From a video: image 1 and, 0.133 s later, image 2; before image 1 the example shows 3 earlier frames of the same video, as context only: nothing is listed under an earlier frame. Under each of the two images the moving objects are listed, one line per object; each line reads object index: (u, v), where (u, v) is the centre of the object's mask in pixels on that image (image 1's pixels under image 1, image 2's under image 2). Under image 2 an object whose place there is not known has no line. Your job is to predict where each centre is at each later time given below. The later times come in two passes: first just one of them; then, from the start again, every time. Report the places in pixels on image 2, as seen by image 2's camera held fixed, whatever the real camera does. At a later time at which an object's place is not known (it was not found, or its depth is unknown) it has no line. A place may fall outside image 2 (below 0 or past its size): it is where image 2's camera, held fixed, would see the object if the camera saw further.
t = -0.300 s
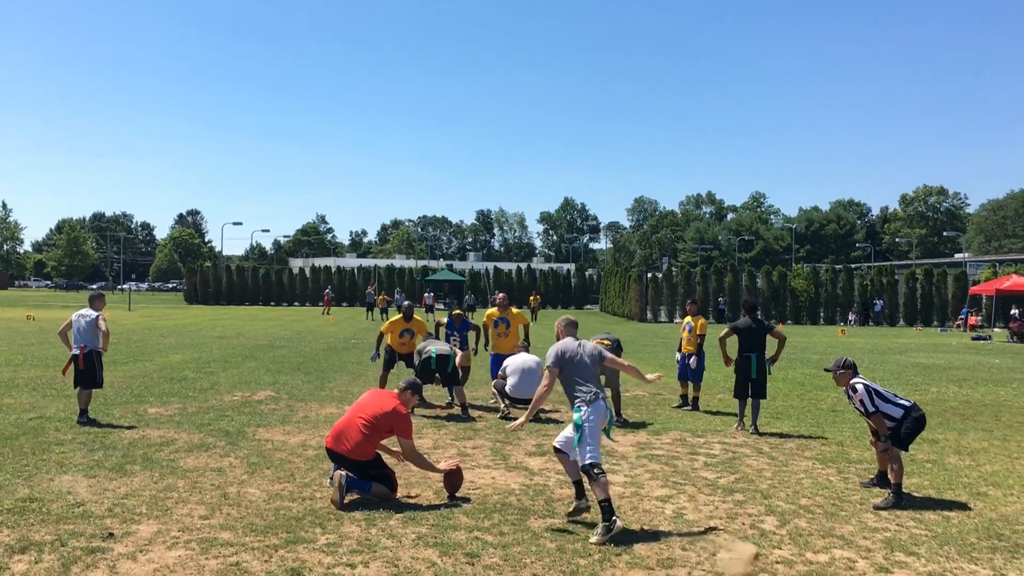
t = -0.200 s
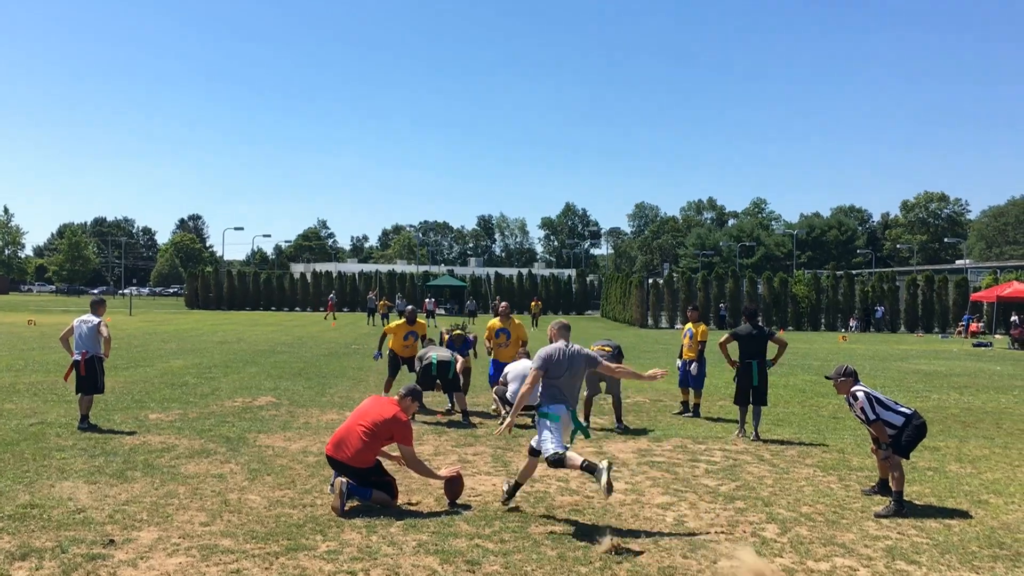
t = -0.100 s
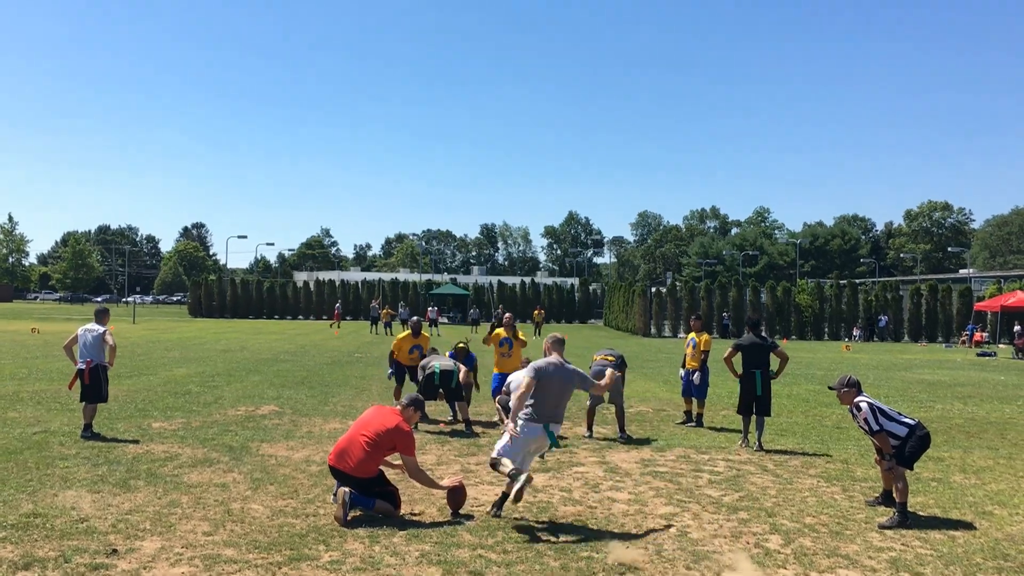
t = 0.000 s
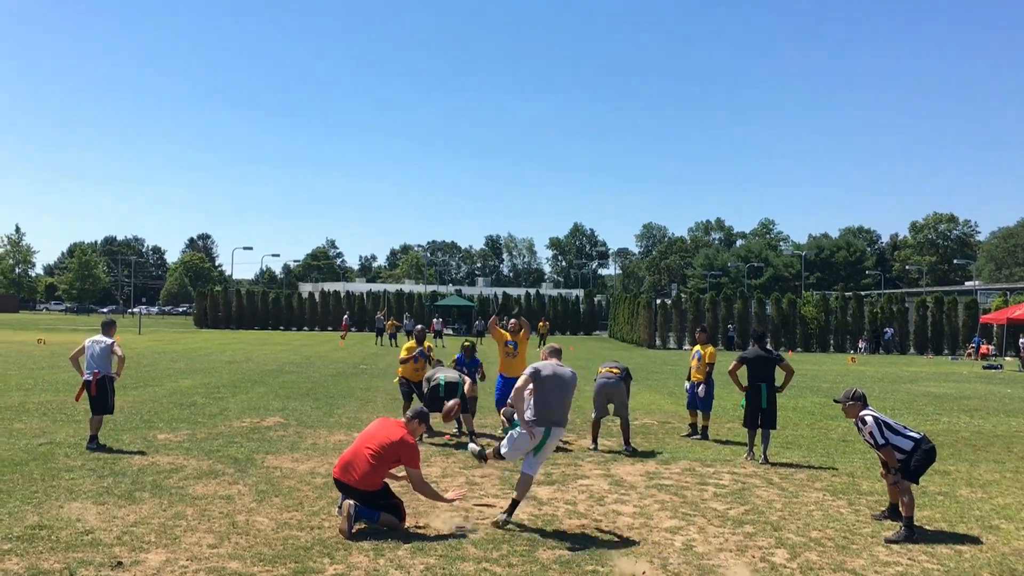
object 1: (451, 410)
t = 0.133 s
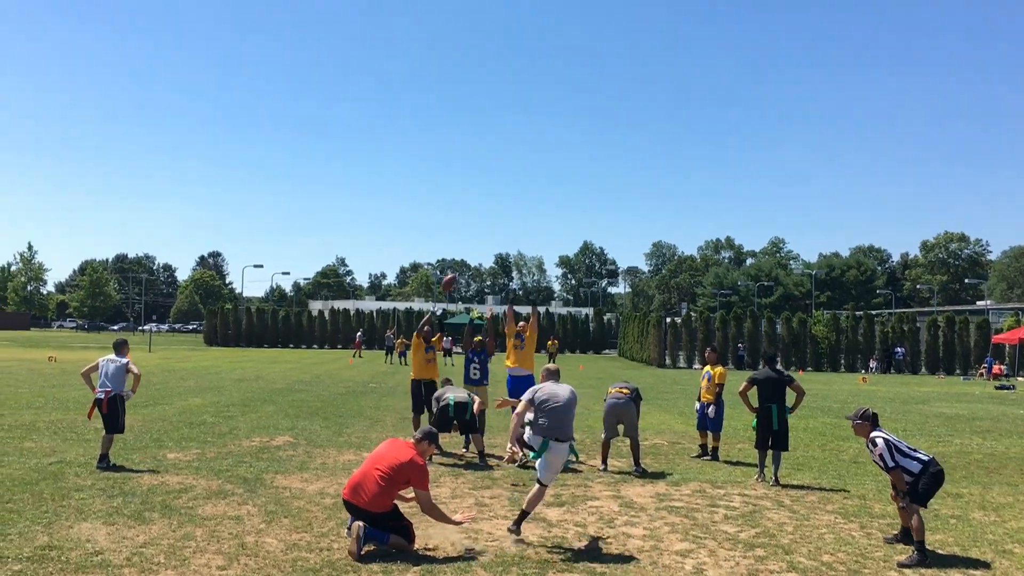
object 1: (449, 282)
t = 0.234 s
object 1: (443, 221)
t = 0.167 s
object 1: (446, 260)
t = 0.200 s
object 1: (445, 239)
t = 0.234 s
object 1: (443, 221)
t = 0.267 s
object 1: (441, 205)
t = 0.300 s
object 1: (439, 191)
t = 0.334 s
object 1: (437, 179)
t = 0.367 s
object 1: (436, 168)
